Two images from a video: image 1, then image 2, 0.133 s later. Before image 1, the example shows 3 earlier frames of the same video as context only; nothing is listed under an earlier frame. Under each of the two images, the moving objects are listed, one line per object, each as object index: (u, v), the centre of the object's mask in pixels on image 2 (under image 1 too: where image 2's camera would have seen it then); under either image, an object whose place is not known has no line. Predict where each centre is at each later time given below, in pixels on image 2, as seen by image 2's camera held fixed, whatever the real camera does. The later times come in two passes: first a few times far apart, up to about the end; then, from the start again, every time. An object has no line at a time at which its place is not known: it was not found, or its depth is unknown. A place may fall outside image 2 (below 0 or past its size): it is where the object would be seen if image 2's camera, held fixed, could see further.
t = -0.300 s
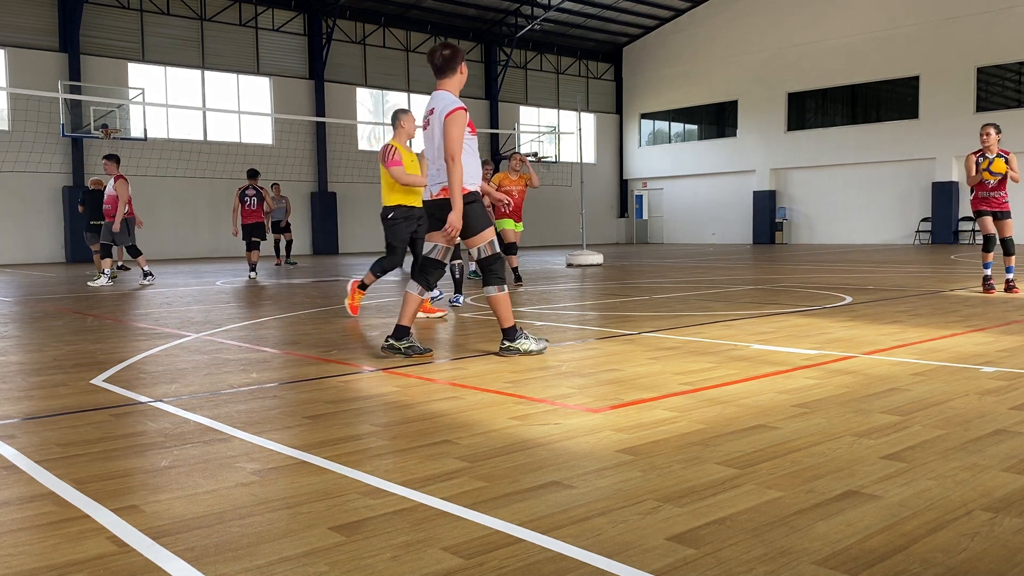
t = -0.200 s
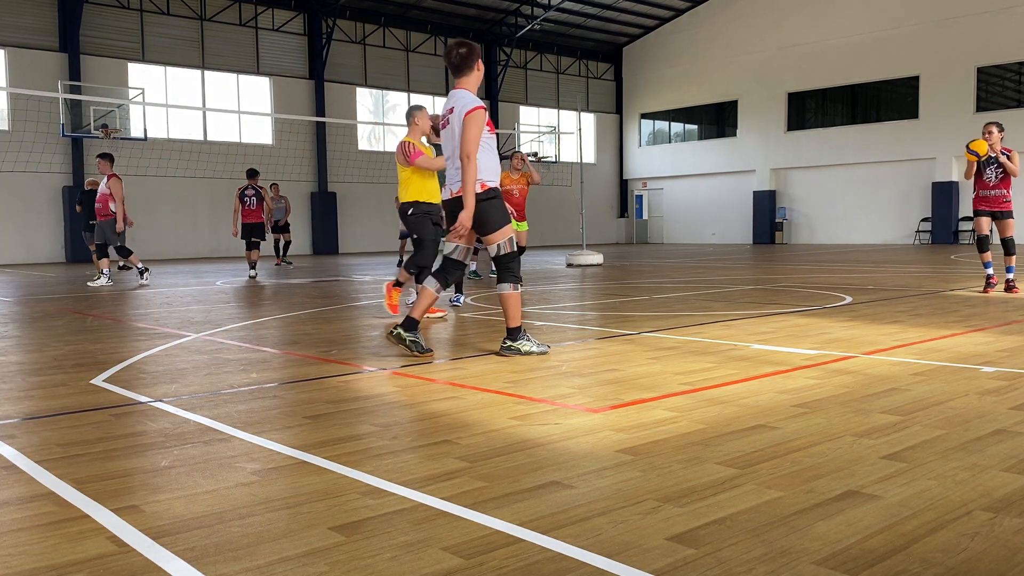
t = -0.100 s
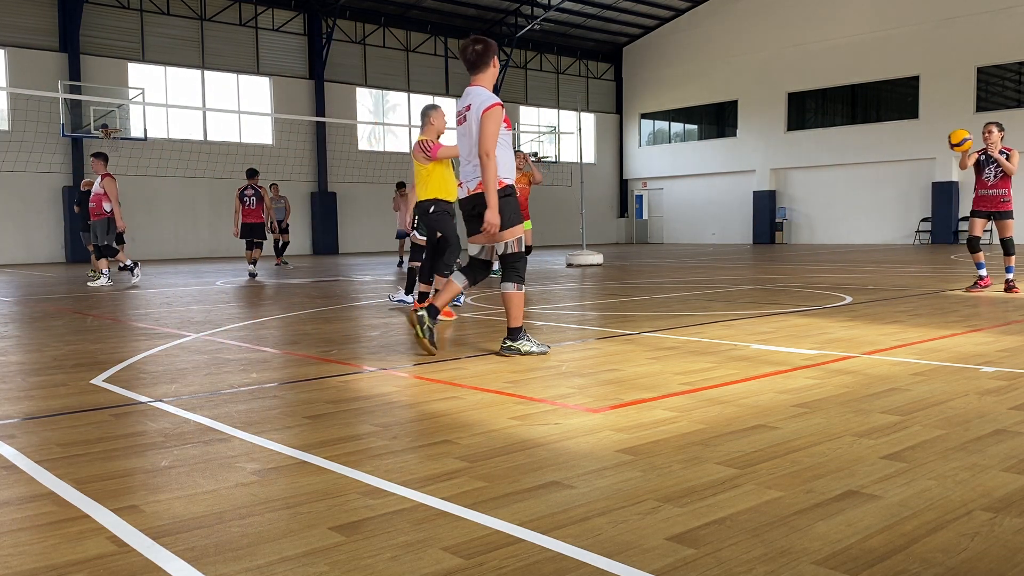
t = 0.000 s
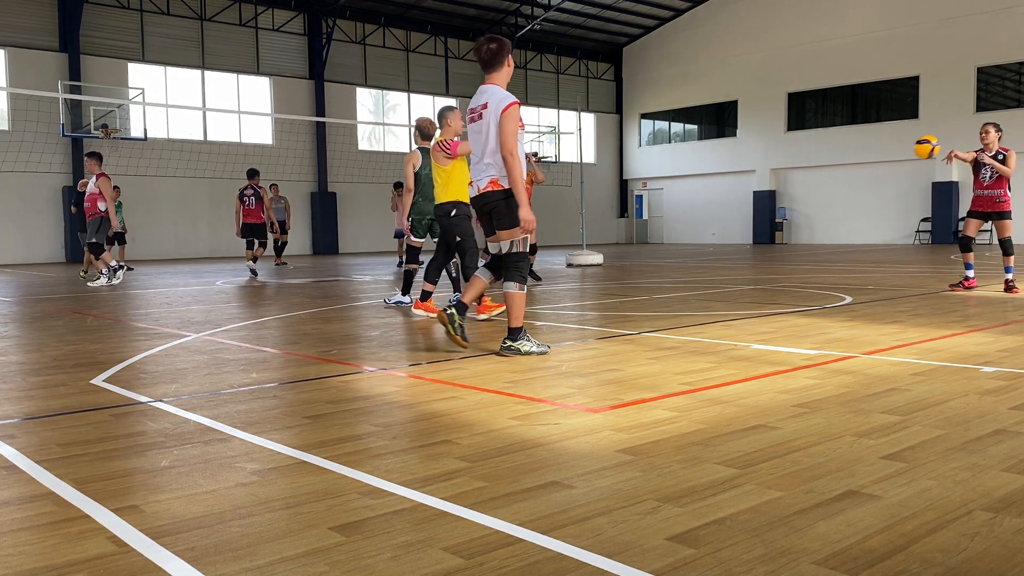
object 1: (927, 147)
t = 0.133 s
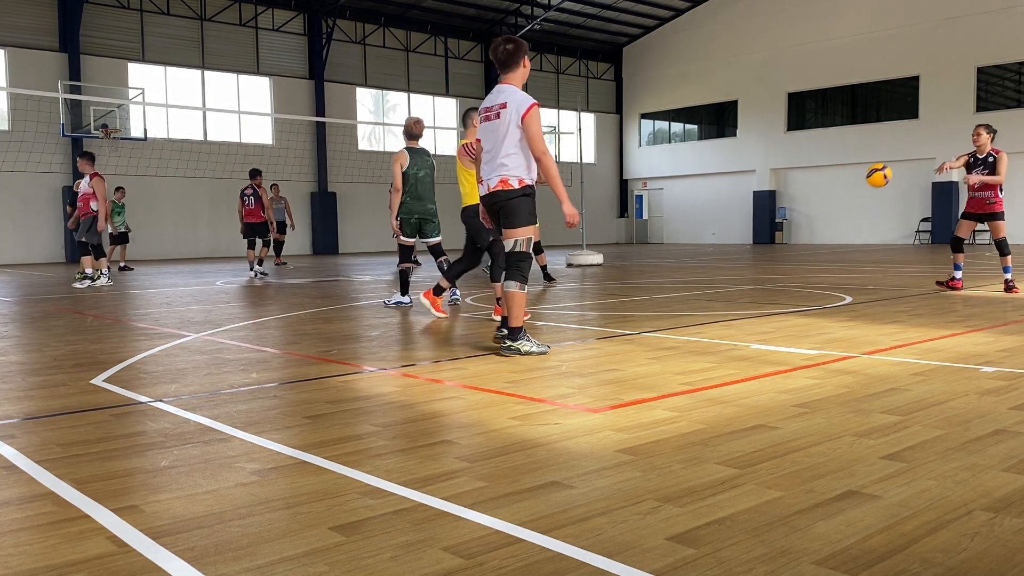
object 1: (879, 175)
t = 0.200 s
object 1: (854, 197)
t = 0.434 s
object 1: (770, 283)
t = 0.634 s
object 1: (738, 217)
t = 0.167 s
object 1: (866, 186)
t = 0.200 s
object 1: (854, 197)
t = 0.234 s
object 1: (841, 210)
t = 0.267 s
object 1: (829, 223)
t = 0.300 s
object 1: (816, 239)
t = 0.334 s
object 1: (803, 255)
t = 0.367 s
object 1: (790, 272)
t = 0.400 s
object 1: (777, 291)
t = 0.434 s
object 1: (770, 283)
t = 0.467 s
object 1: (765, 270)
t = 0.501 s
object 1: (759, 257)
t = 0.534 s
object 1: (754, 245)
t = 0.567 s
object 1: (749, 235)
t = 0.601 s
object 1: (743, 225)
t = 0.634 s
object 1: (738, 217)
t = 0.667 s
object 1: (732, 210)
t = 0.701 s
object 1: (727, 205)
